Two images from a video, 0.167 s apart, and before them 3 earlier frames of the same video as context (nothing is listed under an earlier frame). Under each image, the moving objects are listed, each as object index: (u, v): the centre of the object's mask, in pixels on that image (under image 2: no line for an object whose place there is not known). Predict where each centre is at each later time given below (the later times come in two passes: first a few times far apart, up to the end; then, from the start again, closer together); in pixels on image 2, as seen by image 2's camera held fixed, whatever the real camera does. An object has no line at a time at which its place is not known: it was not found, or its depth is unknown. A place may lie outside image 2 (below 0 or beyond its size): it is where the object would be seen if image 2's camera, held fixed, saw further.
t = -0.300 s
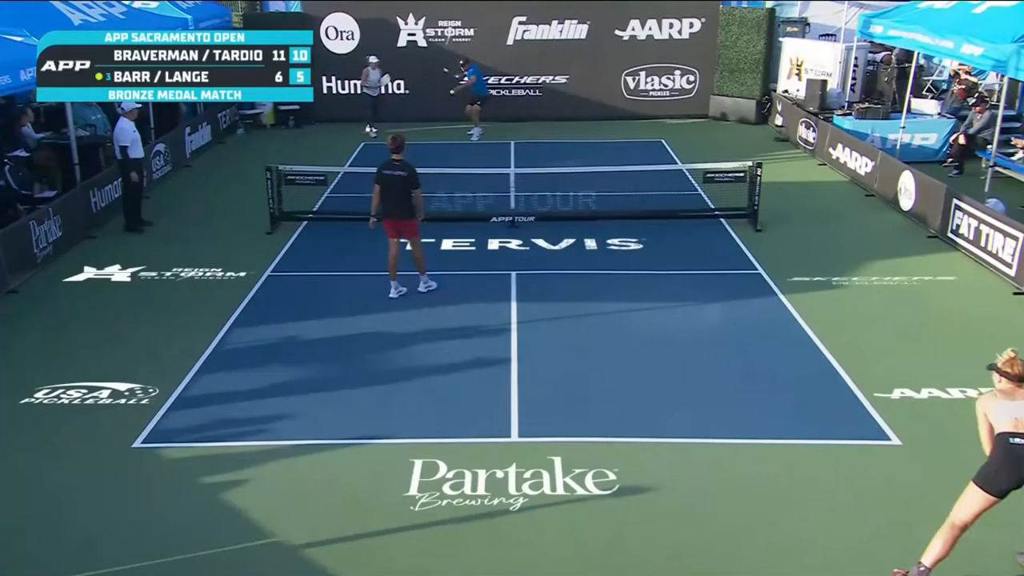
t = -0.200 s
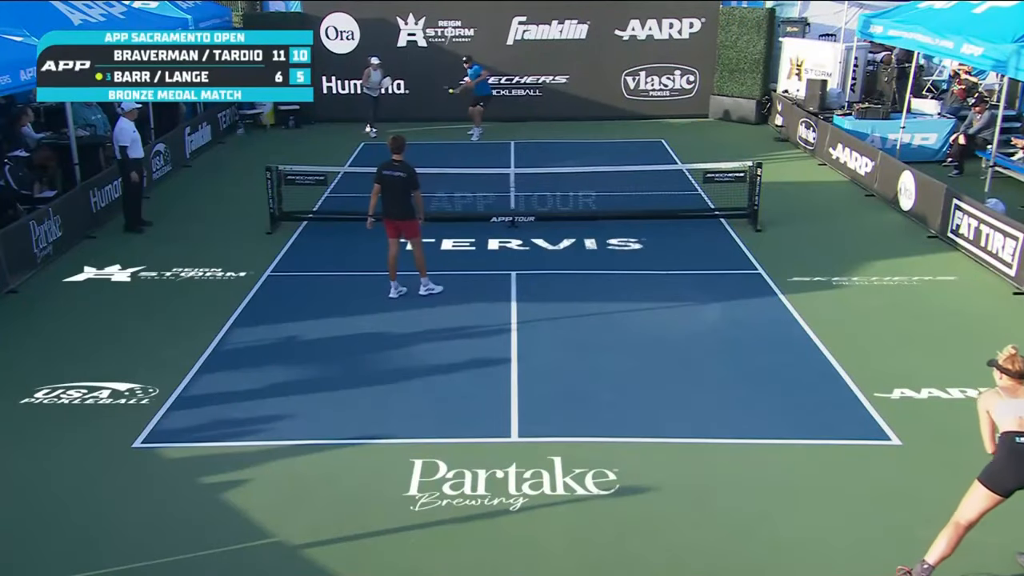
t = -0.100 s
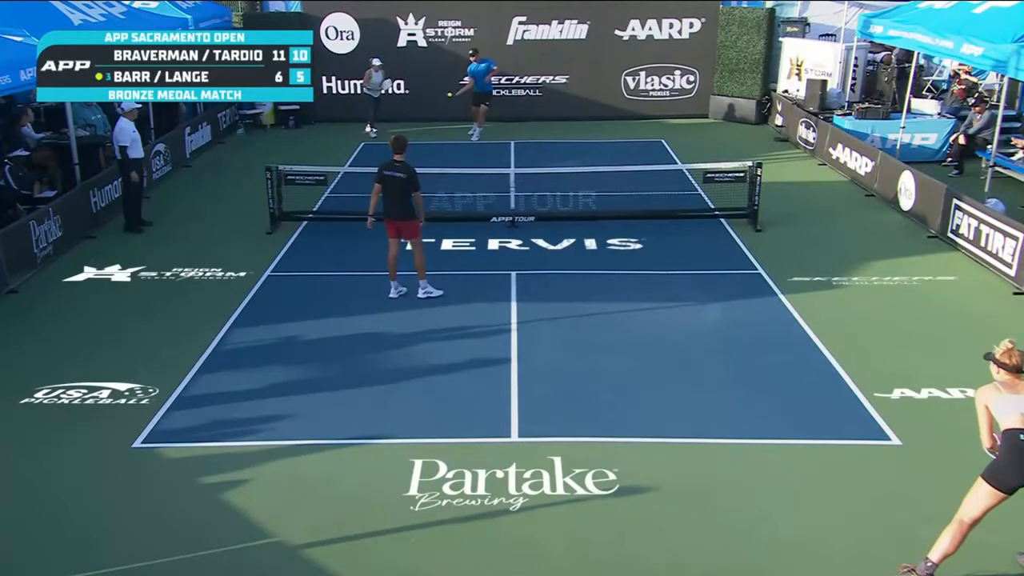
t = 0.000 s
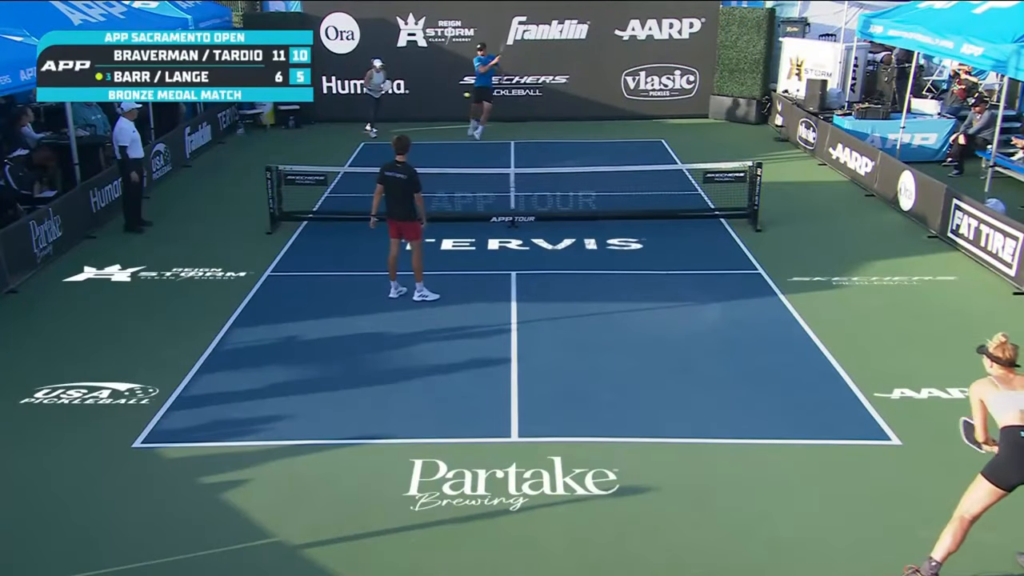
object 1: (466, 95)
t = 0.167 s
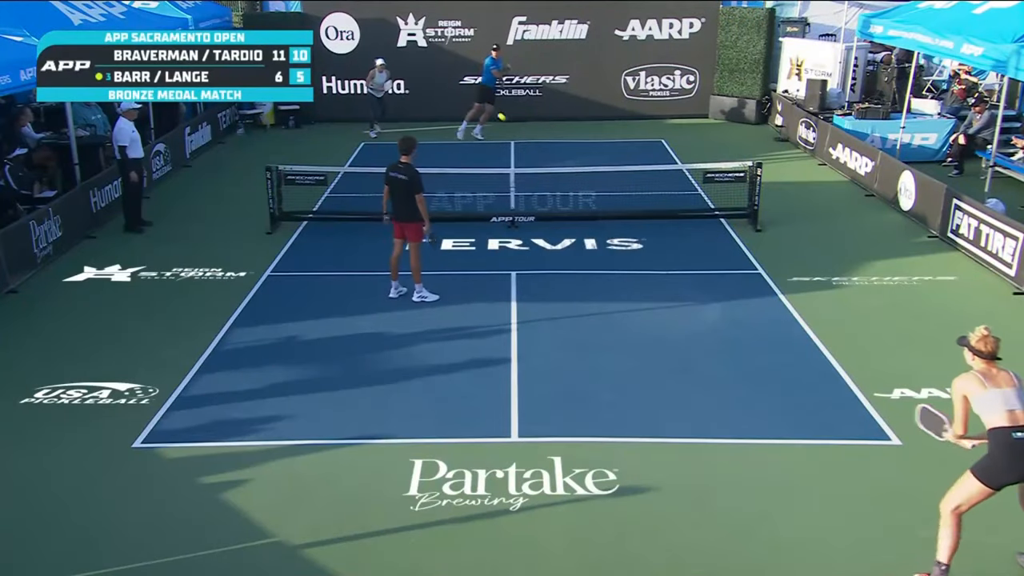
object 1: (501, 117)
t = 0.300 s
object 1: (532, 162)
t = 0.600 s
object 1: (608, 376)
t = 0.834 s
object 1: (688, 429)
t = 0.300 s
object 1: (532, 162)
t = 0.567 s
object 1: (599, 365)
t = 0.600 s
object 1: (608, 376)
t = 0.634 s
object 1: (618, 377)
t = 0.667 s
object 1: (628, 380)
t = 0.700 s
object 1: (639, 385)
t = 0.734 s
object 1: (650, 392)
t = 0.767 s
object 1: (662, 401)
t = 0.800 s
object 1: (675, 414)
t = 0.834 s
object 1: (688, 429)
